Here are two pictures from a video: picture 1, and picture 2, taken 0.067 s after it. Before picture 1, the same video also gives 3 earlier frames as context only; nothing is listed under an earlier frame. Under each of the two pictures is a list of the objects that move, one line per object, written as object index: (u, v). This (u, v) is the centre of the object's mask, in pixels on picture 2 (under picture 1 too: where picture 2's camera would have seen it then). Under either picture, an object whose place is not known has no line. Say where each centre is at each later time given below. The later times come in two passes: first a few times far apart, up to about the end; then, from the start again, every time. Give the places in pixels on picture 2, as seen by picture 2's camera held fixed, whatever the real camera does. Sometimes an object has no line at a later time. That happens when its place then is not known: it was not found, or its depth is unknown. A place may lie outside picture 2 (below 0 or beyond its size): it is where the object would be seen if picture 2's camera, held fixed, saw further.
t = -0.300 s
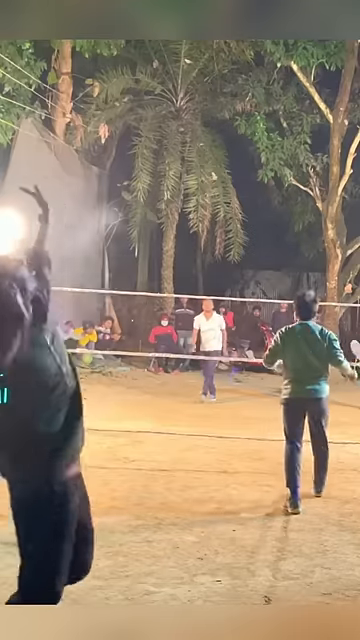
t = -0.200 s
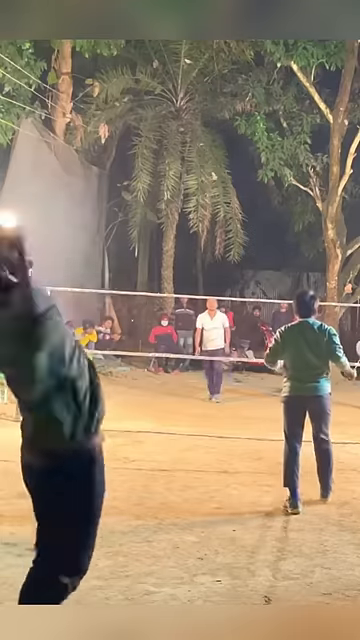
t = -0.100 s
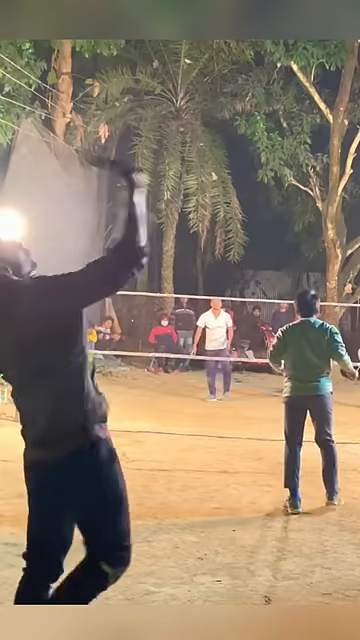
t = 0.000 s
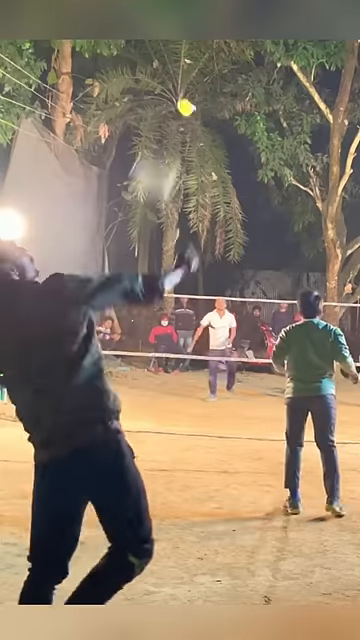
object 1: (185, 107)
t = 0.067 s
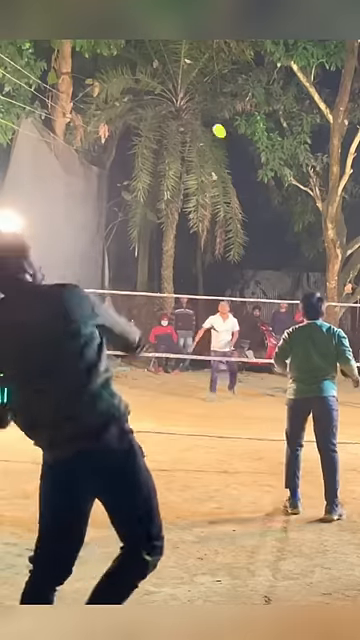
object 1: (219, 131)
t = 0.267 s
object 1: (249, 189)
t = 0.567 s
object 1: (264, 271)
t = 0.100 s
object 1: (228, 143)
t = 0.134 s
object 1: (233, 153)
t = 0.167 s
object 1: (238, 162)
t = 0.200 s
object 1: (243, 171)
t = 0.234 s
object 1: (246, 179)
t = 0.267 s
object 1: (249, 189)
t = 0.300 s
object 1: (251, 197)
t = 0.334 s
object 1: (254, 206)
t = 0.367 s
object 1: (256, 215)
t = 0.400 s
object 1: (257, 224)
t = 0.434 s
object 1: (259, 233)
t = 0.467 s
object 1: (260, 242)
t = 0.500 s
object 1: (261, 252)
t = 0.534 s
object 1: (263, 261)
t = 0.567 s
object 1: (264, 271)
